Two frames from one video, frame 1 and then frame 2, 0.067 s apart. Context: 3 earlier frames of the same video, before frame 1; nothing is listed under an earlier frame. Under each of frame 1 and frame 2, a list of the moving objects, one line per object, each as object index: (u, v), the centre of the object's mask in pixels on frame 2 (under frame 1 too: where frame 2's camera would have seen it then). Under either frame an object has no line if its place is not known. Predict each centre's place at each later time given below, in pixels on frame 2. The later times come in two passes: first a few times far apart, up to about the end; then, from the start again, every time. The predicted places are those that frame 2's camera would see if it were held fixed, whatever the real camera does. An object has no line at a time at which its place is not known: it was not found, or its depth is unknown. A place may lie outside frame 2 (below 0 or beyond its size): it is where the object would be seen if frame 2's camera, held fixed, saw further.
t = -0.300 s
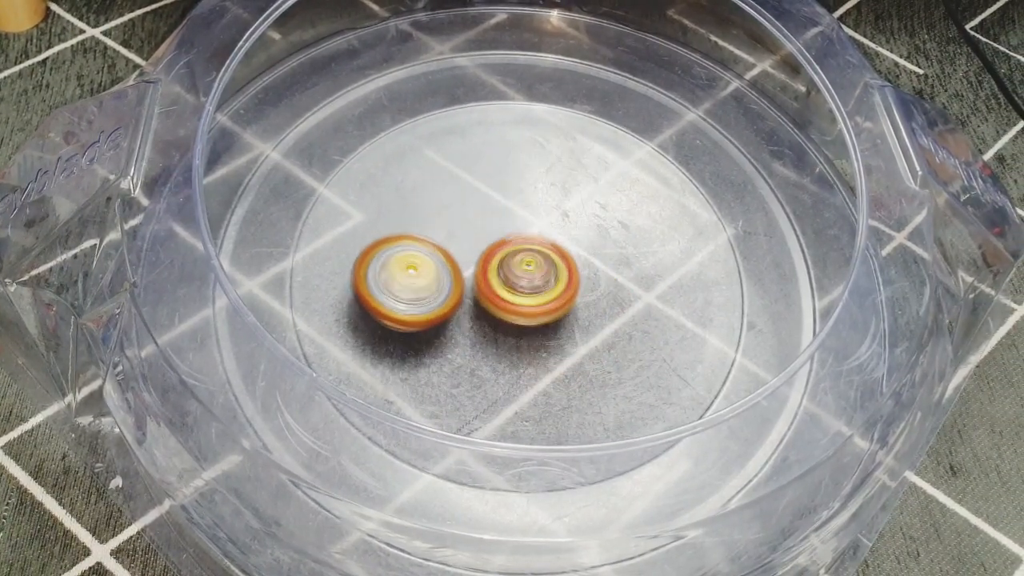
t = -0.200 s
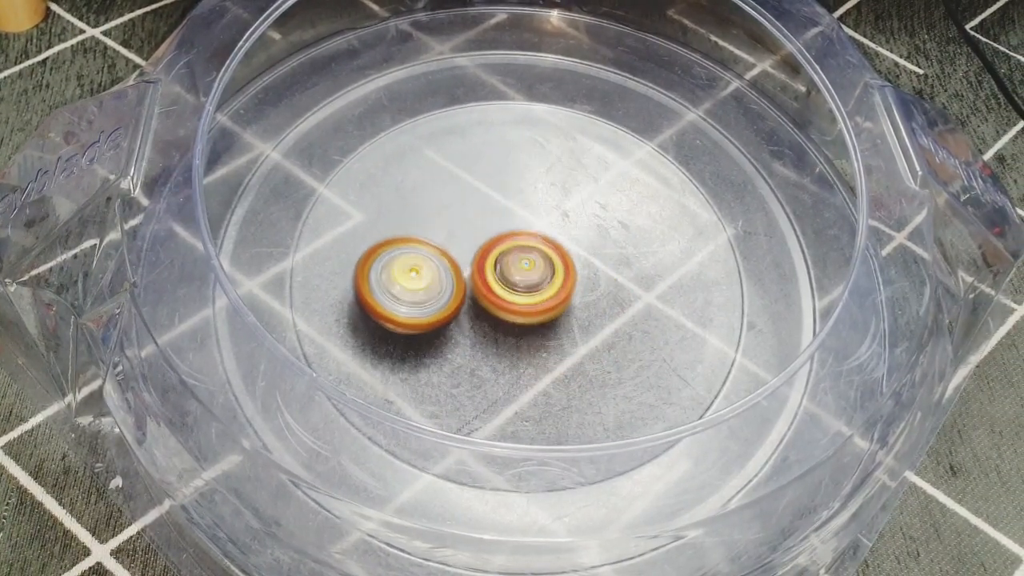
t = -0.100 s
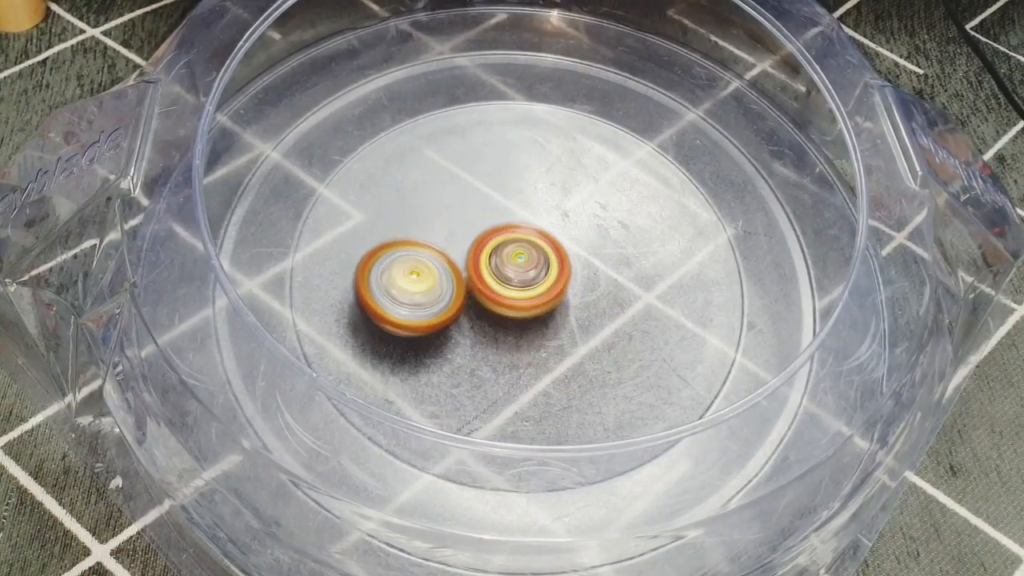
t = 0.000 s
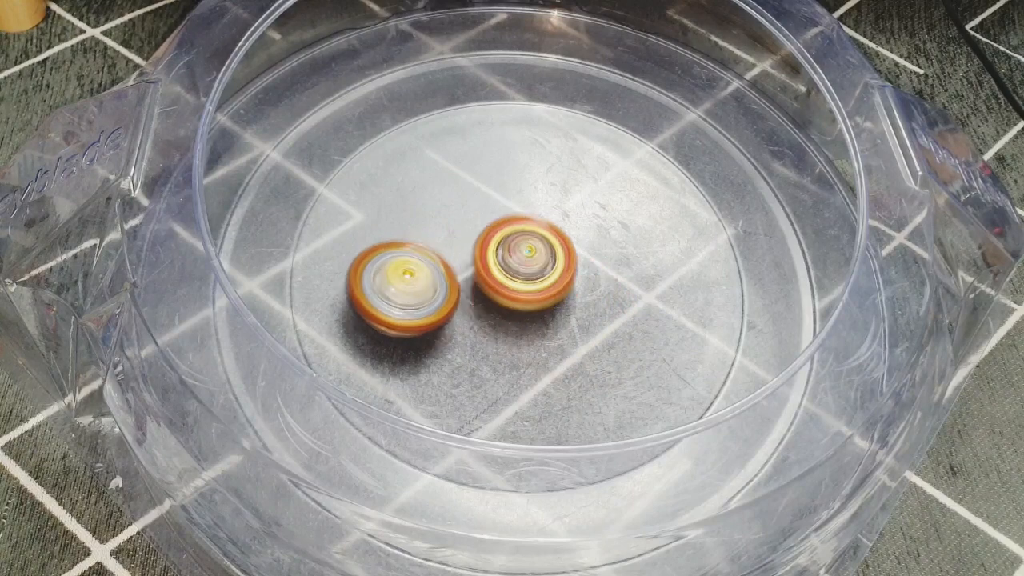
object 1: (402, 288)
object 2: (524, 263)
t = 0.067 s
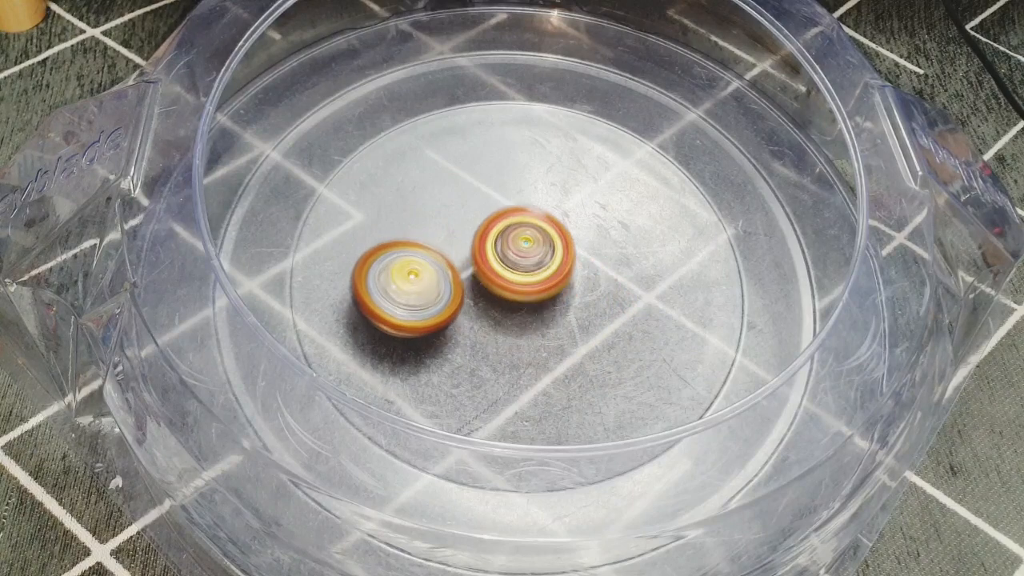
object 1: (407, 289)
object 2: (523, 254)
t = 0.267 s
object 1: (426, 285)
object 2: (518, 241)
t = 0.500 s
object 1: (444, 288)
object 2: (534, 226)
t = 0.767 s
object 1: (473, 295)
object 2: (557, 220)
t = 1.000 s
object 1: (507, 289)
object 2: (575, 216)
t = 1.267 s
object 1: (512, 289)
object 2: (593, 224)
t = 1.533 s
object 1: (504, 296)
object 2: (595, 243)
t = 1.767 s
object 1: (489, 297)
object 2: (593, 259)
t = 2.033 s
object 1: (465, 278)
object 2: (578, 280)
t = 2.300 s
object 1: (455, 258)
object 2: (555, 303)
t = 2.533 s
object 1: (460, 237)
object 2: (529, 317)
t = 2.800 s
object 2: (502, 316)
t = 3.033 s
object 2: (489, 303)
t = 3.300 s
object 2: (474, 292)
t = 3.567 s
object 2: (463, 276)
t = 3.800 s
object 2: (467, 260)
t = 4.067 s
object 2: (479, 233)
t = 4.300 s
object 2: (502, 229)
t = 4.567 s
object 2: (529, 223)
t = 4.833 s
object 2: (553, 235)
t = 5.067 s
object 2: (575, 241)
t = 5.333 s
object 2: (577, 244)
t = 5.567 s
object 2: (565, 244)
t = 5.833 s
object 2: (552, 233)
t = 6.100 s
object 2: (542, 228)
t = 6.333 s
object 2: (546, 227)
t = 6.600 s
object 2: (563, 252)
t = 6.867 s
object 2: (556, 296)
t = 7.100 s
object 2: (539, 311)
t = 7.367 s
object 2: (535, 303)
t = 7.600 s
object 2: (559, 295)
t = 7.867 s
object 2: (571, 286)
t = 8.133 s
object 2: (543, 284)
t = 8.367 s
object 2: (521, 293)
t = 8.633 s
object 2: (510, 301)
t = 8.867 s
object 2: (477, 282)
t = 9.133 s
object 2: (480, 287)
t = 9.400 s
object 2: (482, 283)
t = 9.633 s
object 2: (507, 273)
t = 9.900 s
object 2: (530, 270)
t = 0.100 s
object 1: (411, 288)
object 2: (522, 251)
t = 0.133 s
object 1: (416, 287)
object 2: (519, 248)
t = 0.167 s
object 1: (418, 286)
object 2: (517, 247)
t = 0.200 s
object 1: (421, 286)
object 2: (517, 245)
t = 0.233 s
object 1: (424, 285)
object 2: (518, 243)
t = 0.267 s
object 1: (426, 285)
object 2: (518, 241)
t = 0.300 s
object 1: (420, 287)
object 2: (527, 237)
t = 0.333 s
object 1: (420, 288)
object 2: (533, 235)
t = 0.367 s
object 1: (423, 289)
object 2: (535, 233)
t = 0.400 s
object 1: (427, 289)
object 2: (536, 230)
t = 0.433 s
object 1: (432, 289)
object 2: (536, 228)
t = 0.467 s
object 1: (438, 289)
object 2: (535, 226)
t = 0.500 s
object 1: (444, 288)
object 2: (534, 226)
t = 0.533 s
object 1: (451, 287)
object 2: (532, 226)
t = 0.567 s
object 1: (453, 288)
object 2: (534, 226)
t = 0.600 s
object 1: (453, 291)
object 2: (540, 224)
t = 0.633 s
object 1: (458, 292)
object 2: (541, 223)
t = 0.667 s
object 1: (465, 291)
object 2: (542, 223)
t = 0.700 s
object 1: (470, 291)
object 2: (544, 224)
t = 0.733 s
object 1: (475, 290)
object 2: (547, 224)
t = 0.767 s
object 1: (473, 295)
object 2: (557, 220)
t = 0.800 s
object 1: (473, 297)
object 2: (562, 218)
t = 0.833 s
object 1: (479, 296)
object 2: (565, 216)
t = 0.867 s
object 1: (486, 296)
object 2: (569, 215)
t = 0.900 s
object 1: (490, 295)
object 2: (570, 214)
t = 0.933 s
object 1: (496, 294)
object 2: (572, 214)
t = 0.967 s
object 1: (502, 291)
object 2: (573, 215)
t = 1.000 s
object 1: (507, 289)
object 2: (575, 216)
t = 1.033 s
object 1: (506, 290)
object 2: (580, 215)
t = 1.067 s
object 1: (509, 289)
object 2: (584, 215)
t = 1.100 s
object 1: (512, 288)
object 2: (585, 217)
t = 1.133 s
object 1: (514, 288)
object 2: (588, 218)
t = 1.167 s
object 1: (513, 288)
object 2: (589, 219)
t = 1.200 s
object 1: (514, 288)
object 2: (591, 221)
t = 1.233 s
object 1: (514, 288)
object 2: (593, 223)
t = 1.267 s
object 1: (512, 289)
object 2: (593, 224)
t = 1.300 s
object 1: (512, 289)
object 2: (593, 226)
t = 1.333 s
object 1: (505, 292)
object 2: (599, 226)
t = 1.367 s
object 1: (501, 294)
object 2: (601, 227)
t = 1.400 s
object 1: (500, 294)
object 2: (602, 229)
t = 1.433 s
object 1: (501, 295)
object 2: (602, 231)
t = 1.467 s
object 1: (502, 296)
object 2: (601, 236)
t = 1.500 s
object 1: (503, 296)
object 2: (598, 240)
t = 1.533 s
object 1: (504, 296)
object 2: (595, 243)
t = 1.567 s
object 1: (502, 297)
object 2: (594, 247)
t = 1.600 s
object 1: (493, 299)
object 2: (598, 247)
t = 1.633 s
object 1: (490, 299)
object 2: (600, 248)
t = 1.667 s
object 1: (487, 299)
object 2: (600, 250)
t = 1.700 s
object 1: (486, 299)
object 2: (599, 252)
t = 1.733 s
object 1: (487, 298)
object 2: (597, 255)
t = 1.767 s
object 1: (489, 297)
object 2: (593, 259)
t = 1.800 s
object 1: (489, 295)
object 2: (591, 261)
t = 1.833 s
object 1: (484, 293)
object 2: (592, 263)
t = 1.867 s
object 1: (482, 291)
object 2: (590, 266)
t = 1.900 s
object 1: (481, 289)
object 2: (588, 268)
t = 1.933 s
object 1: (477, 286)
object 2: (588, 270)
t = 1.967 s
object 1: (471, 283)
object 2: (587, 273)
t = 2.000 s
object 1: (468, 281)
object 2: (585, 276)
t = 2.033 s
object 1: (465, 278)
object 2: (578, 280)
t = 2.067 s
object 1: (463, 276)
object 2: (574, 284)
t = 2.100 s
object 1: (461, 273)
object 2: (572, 286)
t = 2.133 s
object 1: (460, 270)
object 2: (569, 290)
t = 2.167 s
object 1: (457, 268)
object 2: (569, 292)
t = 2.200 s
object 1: (454, 264)
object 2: (566, 295)
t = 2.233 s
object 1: (453, 262)
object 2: (562, 297)
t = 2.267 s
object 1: (454, 260)
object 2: (559, 300)
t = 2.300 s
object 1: (455, 258)
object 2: (555, 303)
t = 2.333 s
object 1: (454, 255)
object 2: (552, 306)
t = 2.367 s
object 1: (453, 251)
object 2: (549, 309)
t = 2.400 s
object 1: (454, 249)
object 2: (545, 311)
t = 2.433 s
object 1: (455, 247)
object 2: (541, 312)
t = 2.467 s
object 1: (456, 244)
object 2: (537, 314)
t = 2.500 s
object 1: (458, 241)
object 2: (533, 315)
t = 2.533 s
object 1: (460, 237)
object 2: (529, 317)
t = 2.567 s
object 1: (462, 235)
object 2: (524, 317)
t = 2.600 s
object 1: (464, 232)
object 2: (520, 317)
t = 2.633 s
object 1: (467, 228)
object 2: (517, 319)
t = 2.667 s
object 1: (470, 225)
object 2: (513, 320)
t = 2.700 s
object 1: (473, 223)
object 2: (511, 320)
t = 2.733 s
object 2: (508, 319)
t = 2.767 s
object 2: (505, 318)
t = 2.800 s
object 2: (502, 316)
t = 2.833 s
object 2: (500, 314)
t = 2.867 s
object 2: (498, 312)
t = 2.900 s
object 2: (494, 311)
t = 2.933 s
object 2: (492, 310)
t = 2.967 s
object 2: (490, 308)
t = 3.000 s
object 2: (489, 306)
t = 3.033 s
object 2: (489, 303)
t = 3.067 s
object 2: (484, 301)
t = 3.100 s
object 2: (482, 300)
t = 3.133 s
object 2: (481, 298)
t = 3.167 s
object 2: (481, 298)
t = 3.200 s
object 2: (481, 295)
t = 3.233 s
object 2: (482, 293)
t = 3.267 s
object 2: (476, 293)
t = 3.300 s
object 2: (474, 292)
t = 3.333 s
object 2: (474, 290)
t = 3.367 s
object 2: (474, 288)
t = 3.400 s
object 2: (474, 286)
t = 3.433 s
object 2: (476, 283)
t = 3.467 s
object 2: (473, 281)
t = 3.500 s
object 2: (466, 278)
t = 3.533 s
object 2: (465, 277)
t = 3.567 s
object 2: (463, 276)
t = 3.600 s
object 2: (463, 275)
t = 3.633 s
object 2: (463, 273)
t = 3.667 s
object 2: (464, 271)
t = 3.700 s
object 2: (465, 269)
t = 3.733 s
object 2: (468, 269)
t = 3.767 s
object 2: (467, 264)
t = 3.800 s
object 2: (467, 260)
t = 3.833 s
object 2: (470, 258)
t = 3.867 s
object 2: (472, 256)
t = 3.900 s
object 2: (472, 249)
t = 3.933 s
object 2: (472, 243)
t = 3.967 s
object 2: (473, 240)
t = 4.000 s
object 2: (473, 239)
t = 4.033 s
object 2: (475, 236)
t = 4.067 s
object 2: (479, 233)
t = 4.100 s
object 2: (482, 231)
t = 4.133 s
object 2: (485, 230)
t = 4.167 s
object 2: (488, 230)
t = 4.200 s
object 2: (490, 229)
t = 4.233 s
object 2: (494, 229)
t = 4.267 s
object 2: (498, 230)
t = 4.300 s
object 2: (502, 229)
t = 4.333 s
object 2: (507, 229)
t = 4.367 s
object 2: (510, 227)
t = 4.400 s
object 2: (513, 222)
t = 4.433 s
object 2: (517, 221)
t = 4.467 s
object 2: (519, 221)
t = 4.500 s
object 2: (522, 221)
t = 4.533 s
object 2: (526, 222)
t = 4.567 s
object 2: (529, 223)
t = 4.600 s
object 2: (532, 225)
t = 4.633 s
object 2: (535, 226)
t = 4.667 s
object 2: (539, 228)
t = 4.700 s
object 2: (542, 230)
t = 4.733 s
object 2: (547, 228)
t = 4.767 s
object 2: (550, 231)
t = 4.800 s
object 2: (551, 232)
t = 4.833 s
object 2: (553, 235)
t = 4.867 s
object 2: (554, 239)
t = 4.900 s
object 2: (559, 238)
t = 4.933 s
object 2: (564, 236)
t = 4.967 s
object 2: (565, 239)
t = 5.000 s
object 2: (566, 241)
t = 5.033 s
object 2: (567, 243)
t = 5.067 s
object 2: (575, 241)
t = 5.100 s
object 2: (575, 243)
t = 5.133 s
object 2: (574, 244)
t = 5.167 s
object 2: (573, 245)
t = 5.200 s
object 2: (575, 245)
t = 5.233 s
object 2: (577, 245)
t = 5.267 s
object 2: (578, 244)
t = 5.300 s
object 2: (577, 244)
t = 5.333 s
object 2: (577, 244)
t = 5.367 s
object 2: (576, 244)
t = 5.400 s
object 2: (581, 240)
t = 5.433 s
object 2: (579, 239)
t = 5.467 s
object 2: (576, 240)
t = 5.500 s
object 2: (573, 241)
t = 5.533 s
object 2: (569, 243)
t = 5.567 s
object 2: (565, 244)
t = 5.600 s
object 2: (561, 245)
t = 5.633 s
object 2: (558, 246)
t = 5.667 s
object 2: (563, 241)
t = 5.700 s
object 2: (566, 238)
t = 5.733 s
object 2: (563, 238)
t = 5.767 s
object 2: (559, 235)
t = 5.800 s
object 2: (555, 234)
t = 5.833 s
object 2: (552, 233)
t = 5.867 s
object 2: (547, 232)
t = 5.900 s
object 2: (543, 231)
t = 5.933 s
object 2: (540, 231)
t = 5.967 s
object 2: (539, 231)
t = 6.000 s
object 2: (537, 229)
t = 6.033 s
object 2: (536, 230)
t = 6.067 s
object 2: (541, 228)
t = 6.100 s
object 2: (542, 228)
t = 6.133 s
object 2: (544, 226)
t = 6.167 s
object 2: (543, 227)
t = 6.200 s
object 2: (543, 225)
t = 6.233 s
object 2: (544, 224)
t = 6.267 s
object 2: (547, 225)
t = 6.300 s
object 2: (546, 226)
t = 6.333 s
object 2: (546, 227)
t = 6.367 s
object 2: (546, 228)
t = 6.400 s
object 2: (549, 230)
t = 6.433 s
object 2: (551, 234)
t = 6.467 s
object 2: (549, 238)
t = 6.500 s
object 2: (549, 240)
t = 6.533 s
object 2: (552, 243)
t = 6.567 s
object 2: (557, 248)
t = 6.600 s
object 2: (563, 252)
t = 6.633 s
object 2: (563, 257)
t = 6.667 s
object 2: (562, 261)
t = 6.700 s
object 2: (563, 267)
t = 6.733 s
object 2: (560, 272)
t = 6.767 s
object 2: (559, 279)
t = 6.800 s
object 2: (564, 287)
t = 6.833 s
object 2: (560, 292)
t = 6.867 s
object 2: (556, 296)
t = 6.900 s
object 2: (557, 300)
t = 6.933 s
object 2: (551, 302)
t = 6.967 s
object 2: (546, 304)
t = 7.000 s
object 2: (549, 310)
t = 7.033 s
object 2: (547, 314)
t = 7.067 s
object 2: (543, 312)
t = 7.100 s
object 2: (539, 311)
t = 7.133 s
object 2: (536, 310)
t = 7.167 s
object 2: (532, 307)
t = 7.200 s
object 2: (530, 306)
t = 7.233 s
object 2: (530, 305)
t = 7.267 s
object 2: (535, 308)
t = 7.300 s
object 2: (534, 308)
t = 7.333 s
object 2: (534, 306)
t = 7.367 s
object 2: (535, 303)
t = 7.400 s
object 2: (539, 301)
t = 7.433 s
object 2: (543, 301)
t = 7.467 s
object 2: (546, 299)
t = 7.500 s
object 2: (549, 298)
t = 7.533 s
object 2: (552, 297)
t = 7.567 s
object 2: (555, 295)
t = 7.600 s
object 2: (559, 295)
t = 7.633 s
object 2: (562, 294)
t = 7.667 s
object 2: (564, 293)
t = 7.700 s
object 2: (567, 294)
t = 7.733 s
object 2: (569, 295)
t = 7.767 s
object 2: (570, 292)
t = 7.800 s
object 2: (569, 290)
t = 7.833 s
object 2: (570, 288)
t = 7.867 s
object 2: (571, 286)
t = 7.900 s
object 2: (569, 286)
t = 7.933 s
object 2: (564, 285)
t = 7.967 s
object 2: (559, 283)
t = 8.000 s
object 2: (560, 288)
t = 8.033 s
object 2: (559, 291)
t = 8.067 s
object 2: (556, 292)
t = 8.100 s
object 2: (547, 289)
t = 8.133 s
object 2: (543, 284)
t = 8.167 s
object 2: (542, 280)
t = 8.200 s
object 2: (543, 279)
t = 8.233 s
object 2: (544, 284)
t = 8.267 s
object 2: (541, 287)
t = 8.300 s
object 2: (535, 289)
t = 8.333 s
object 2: (528, 291)
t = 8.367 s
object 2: (521, 293)
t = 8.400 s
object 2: (514, 297)
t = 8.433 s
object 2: (515, 300)
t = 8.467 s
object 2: (515, 301)
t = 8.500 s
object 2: (515, 301)
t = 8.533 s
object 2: (515, 302)
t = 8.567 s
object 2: (514, 303)
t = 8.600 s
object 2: (514, 301)
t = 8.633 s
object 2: (510, 301)
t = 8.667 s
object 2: (506, 300)
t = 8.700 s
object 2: (503, 297)
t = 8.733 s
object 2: (499, 291)
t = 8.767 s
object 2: (492, 288)
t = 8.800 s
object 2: (487, 285)
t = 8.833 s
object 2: (481, 282)
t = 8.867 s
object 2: (477, 282)
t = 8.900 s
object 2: (474, 282)
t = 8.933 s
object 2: (474, 282)
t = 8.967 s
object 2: (474, 283)
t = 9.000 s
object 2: (476, 283)
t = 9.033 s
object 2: (479, 284)
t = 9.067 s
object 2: (481, 285)
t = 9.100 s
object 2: (481, 288)
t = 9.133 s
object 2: (480, 287)
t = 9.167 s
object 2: (478, 285)
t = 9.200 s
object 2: (476, 284)
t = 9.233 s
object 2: (475, 284)
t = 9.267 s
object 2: (475, 284)
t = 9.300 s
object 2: (476, 284)
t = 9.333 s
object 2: (478, 284)
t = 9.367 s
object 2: (481, 285)
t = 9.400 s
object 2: (482, 283)
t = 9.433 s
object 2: (484, 283)
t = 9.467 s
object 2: (487, 283)
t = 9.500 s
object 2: (490, 282)
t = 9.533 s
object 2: (492, 280)
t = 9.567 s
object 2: (496, 277)
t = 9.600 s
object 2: (501, 274)
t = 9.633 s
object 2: (507, 273)
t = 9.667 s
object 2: (514, 271)
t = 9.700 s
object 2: (521, 270)
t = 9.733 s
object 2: (525, 269)
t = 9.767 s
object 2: (528, 269)
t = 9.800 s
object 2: (528, 269)
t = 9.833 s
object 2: (529, 270)
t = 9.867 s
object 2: (530, 270)
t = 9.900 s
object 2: (530, 270)
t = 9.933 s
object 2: (529, 270)
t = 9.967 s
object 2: (528, 270)
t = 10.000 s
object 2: (527, 269)
